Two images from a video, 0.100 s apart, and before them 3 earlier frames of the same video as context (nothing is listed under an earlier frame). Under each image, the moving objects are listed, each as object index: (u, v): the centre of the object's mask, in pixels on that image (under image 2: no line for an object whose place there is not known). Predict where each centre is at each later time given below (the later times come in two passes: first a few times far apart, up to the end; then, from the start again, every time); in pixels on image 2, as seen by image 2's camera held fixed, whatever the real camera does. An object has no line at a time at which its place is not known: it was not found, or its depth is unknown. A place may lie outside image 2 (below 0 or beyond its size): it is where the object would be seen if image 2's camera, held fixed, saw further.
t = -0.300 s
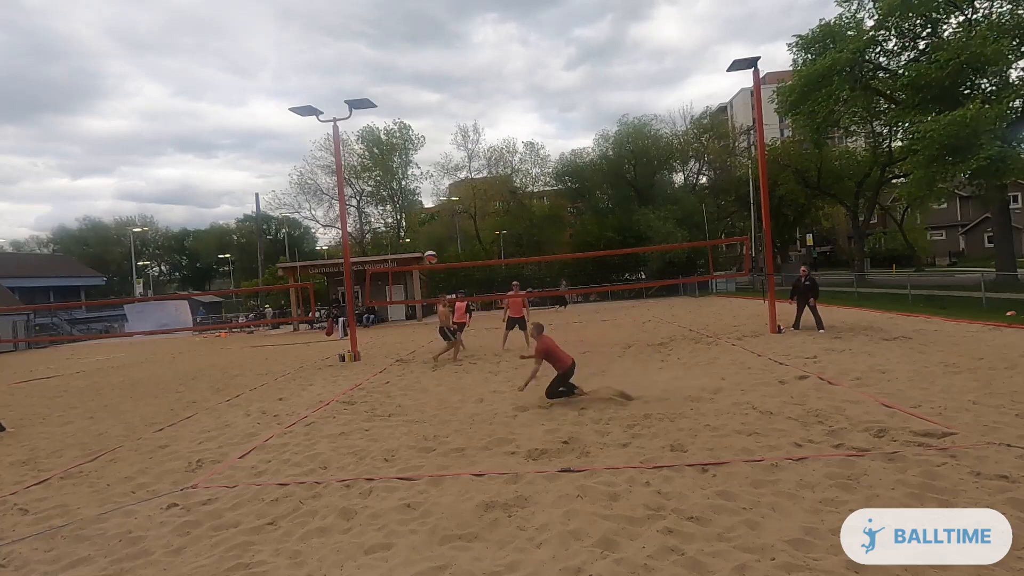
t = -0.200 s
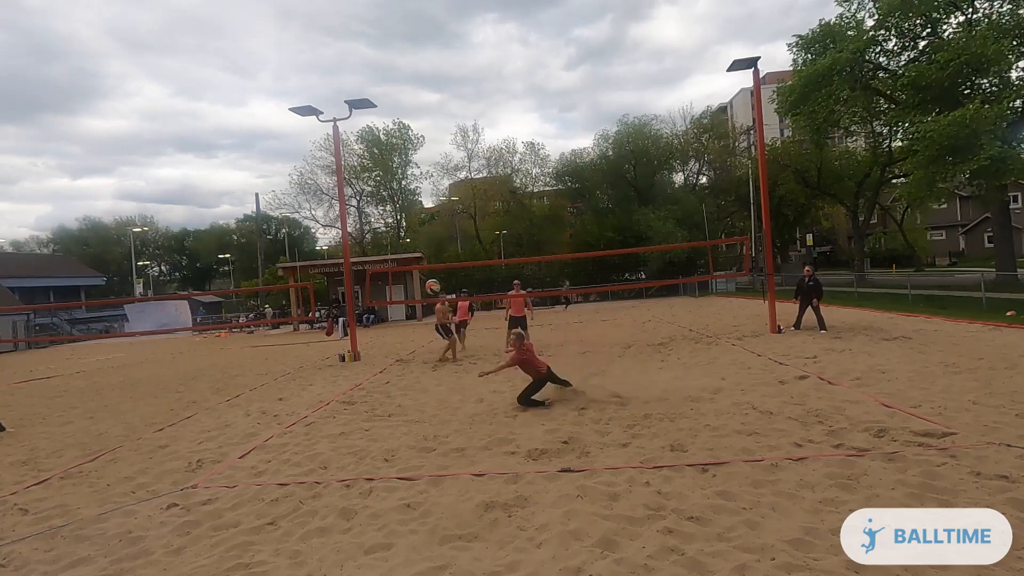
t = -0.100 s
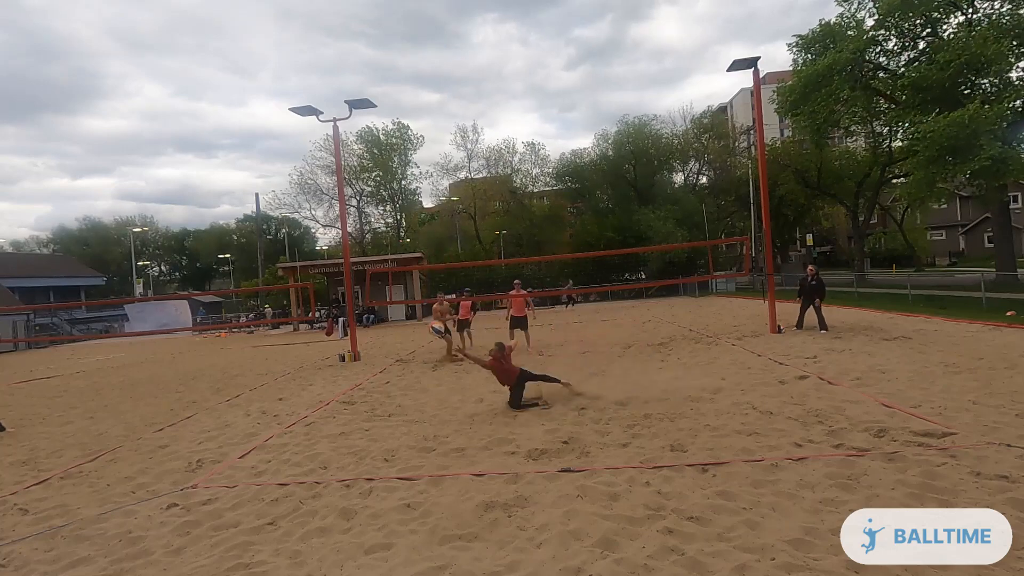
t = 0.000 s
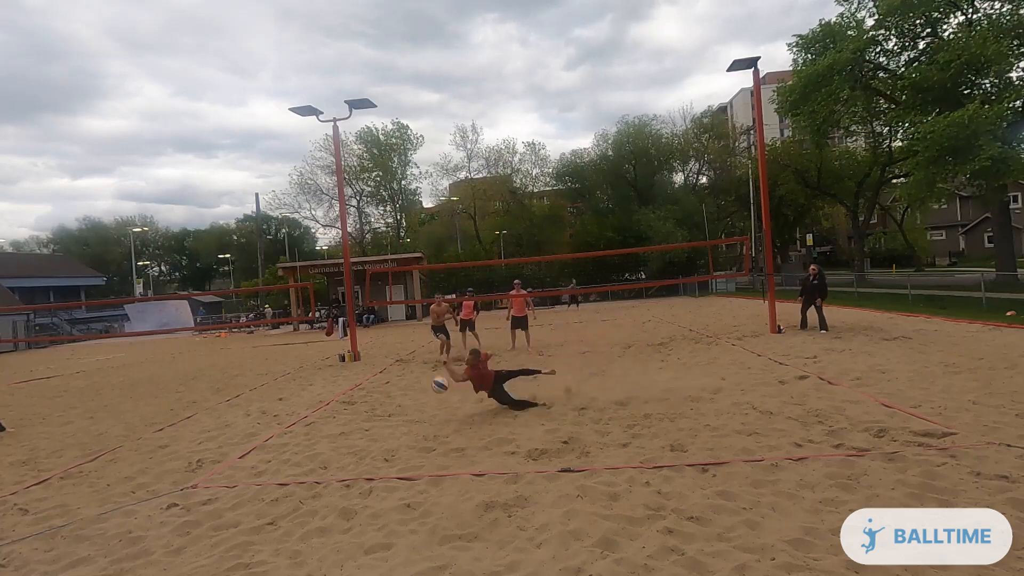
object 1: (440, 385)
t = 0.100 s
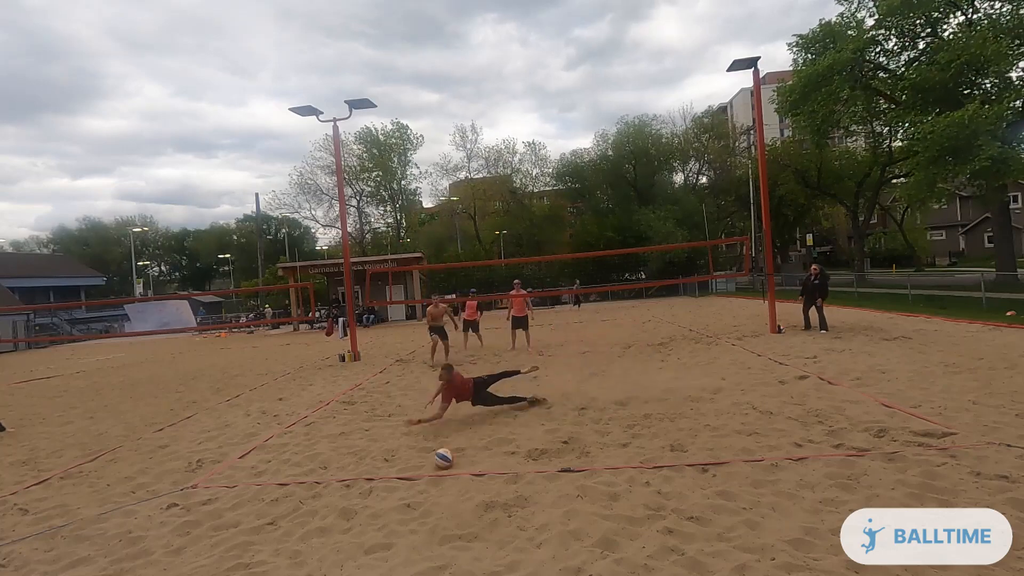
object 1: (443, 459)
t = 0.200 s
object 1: (448, 456)
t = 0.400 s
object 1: (458, 482)
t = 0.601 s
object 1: (478, 534)
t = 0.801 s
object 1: (511, 562)
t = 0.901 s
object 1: (527, 570)
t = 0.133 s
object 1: (445, 458)
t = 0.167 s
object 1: (446, 455)
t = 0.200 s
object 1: (448, 456)
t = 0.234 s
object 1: (449, 456)
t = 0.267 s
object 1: (450, 459)
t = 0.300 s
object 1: (452, 462)
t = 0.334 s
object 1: (454, 467)
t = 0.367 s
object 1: (456, 474)
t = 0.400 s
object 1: (458, 482)
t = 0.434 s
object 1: (460, 492)
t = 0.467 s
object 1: (463, 503)
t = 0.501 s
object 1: (466, 517)
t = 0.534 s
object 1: (470, 531)
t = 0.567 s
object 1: (474, 532)
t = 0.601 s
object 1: (478, 534)
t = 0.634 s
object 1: (483, 538)
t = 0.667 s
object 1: (489, 543)
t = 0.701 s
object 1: (495, 550)
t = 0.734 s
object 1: (501, 559)
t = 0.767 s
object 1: (507, 561)
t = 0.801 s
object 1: (511, 562)
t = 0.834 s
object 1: (516, 564)
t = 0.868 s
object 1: (521, 567)
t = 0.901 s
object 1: (527, 570)
